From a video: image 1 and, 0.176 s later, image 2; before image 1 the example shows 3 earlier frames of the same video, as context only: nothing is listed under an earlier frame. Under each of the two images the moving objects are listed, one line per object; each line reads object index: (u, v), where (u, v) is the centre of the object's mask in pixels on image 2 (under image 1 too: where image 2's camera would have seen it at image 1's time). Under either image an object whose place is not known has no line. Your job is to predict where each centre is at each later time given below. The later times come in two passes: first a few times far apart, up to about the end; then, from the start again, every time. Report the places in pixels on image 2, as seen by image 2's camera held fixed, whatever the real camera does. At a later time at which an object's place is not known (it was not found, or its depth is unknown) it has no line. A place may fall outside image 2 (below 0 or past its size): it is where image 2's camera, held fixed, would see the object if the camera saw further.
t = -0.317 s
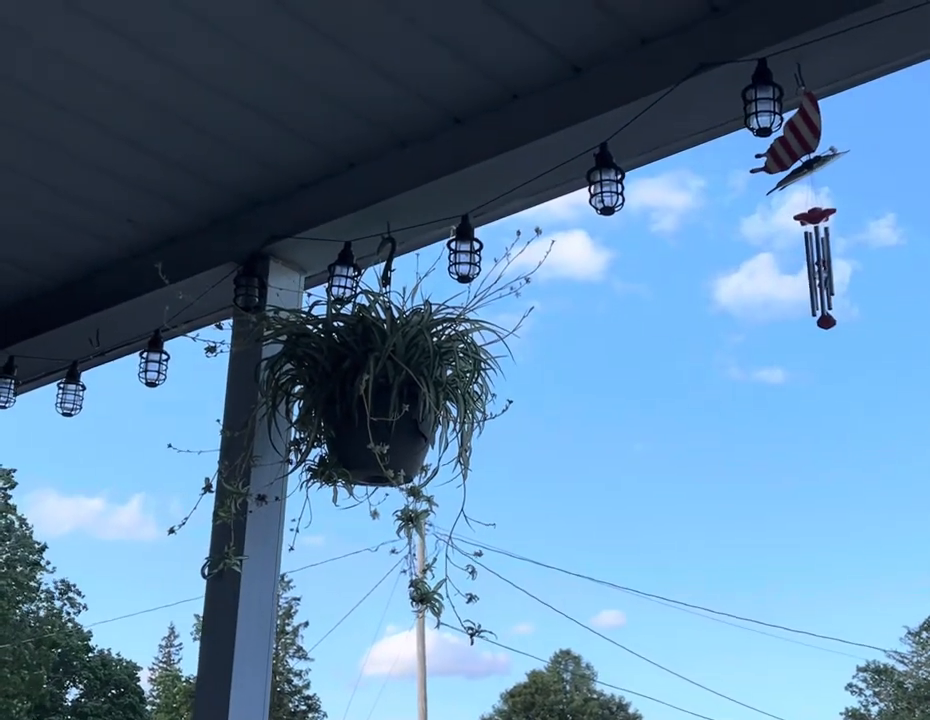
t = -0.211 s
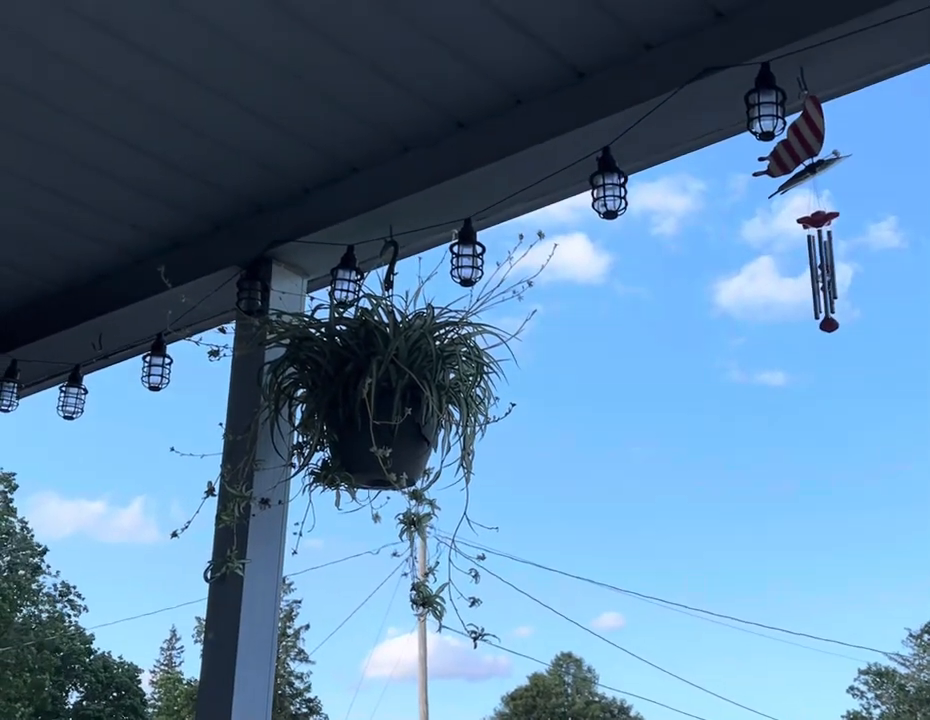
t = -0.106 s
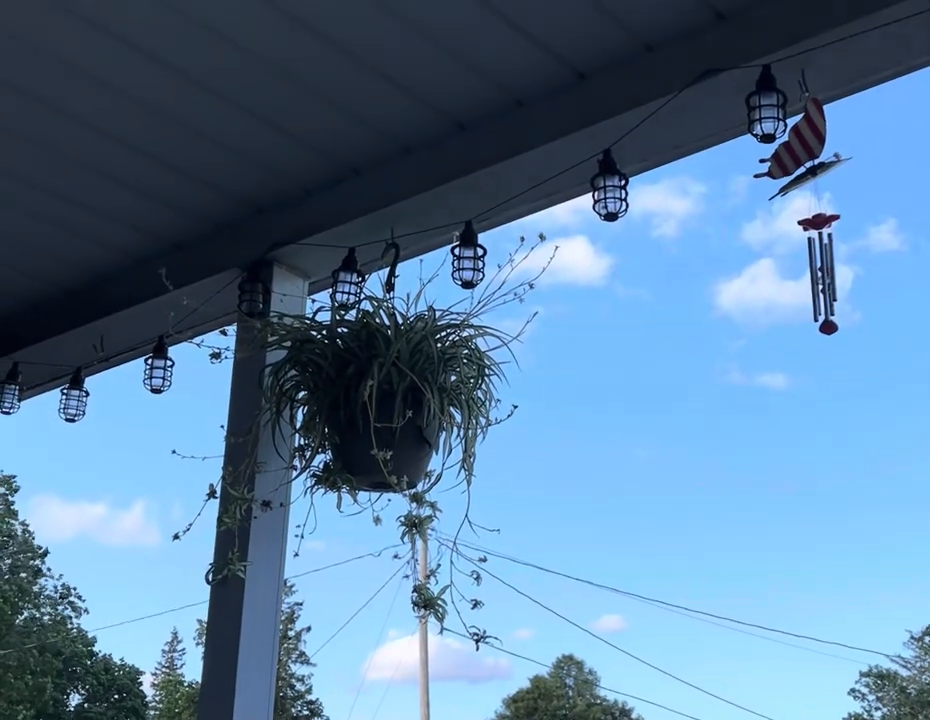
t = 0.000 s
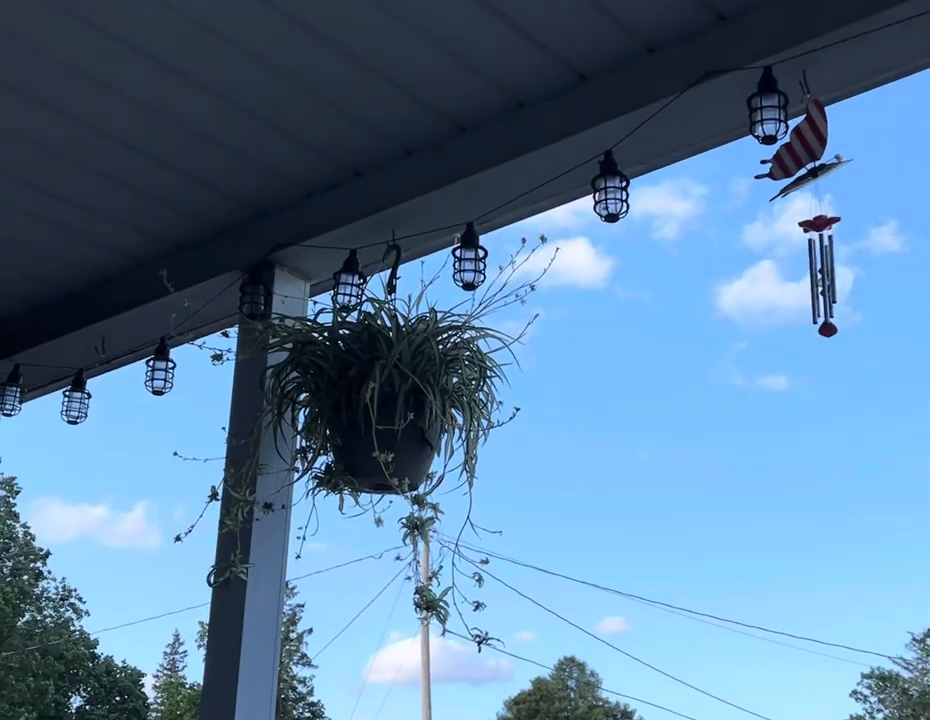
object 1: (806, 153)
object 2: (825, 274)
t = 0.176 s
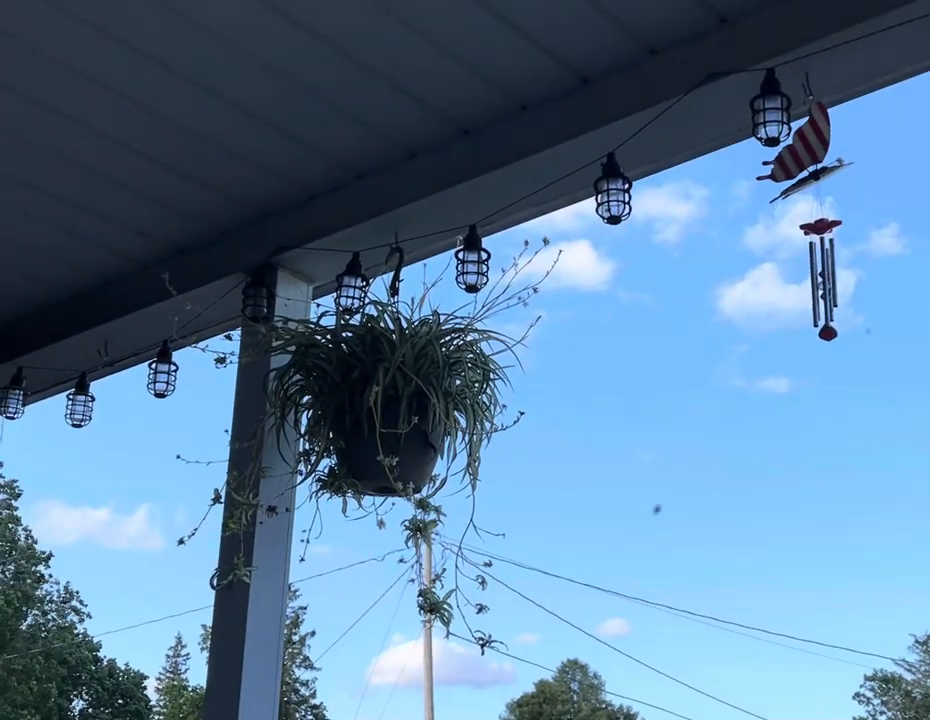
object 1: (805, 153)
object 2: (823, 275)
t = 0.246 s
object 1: (805, 153)
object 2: (822, 275)
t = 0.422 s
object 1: (806, 152)
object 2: (823, 276)
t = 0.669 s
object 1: (806, 153)
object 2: (827, 274)
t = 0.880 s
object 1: (808, 153)
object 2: (828, 274)
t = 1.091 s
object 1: (808, 151)
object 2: (826, 274)
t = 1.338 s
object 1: (808, 151)
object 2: (823, 275)
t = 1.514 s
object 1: (808, 152)
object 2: (824, 275)
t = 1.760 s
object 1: (810, 151)
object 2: (827, 274)
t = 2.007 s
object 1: (810, 151)
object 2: (828, 274)
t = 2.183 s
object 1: (811, 150)
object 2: (826, 275)
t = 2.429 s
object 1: (811, 150)
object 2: (824, 276)
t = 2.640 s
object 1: (812, 151)
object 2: (823, 278)
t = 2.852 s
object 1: (812, 150)
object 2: (825, 276)
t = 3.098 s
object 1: (812, 150)
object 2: (826, 276)
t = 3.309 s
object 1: (811, 150)
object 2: (825, 277)
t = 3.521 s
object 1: (810, 150)
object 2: (823, 276)
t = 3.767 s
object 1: (809, 153)
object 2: (824, 276)
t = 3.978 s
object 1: (809, 151)
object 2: (826, 277)
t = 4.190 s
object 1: (808, 153)
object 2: (827, 276)
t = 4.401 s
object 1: (805, 154)
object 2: (824, 275)
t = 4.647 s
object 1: (804, 157)
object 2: (819, 278)
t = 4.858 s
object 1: (801, 155)
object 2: (817, 277)
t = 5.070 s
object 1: (803, 158)
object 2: (818, 280)
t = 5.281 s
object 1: (802, 157)
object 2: (821, 278)
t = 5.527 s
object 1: (802, 156)
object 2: (822, 276)
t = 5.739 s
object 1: (801, 157)
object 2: (818, 275)
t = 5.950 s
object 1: (801, 156)
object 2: (818, 275)
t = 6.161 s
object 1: (801, 155)
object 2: (819, 275)
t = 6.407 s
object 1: (804, 155)
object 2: (823, 277)
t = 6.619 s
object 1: (804, 154)
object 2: (824, 277)
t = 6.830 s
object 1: (804, 154)
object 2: (822, 275)
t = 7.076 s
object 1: (803, 153)
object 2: (820, 277)
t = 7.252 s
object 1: (805, 153)
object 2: (820, 277)
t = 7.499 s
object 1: (805, 153)
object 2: (825, 278)
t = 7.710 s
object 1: (805, 153)
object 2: (825, 275)
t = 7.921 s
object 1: (804, 153)
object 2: (823, 276)
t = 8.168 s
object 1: (804, 153)
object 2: (821, 274)
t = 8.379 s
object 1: (803, 155)
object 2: (821, 275)
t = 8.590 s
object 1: (802, 155)
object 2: (823, 276)
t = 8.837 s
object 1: (803, 156)
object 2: (825, 274)
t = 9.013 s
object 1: (803, 157)
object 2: (823, 274)
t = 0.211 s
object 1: (805, 153)
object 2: (823, 275)
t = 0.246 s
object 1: (805, 153)
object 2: (822, 275)
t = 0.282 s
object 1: (805, 153)
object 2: (822, 276)
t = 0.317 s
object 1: (805, 153)
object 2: (822, 276)
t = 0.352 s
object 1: (805, 153)
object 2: (822, 276)
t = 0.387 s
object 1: (805, 153)
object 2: (822, 276)
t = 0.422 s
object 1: (806, 152)
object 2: (823, 276)
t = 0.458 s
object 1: (806, 152)
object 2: (823, 275)
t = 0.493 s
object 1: (806, 152)
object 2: (824, 276)
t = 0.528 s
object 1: (806, 152)
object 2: (824, 275)
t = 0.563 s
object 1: (806, 152)
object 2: (825, 275)
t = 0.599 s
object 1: (806, 152)
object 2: (826, 275)
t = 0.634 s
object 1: (806, 151)
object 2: (826, 274)
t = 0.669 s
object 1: (806, 153)
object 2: (827, 274)
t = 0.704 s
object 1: (807, 154)
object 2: (827, 274)
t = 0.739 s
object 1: (807, 154)
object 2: (827, 274)
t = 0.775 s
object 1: (807, 154)
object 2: (827, 274)
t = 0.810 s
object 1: (808, 154)
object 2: (828, 274)
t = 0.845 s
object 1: (808, 153)
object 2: (828, 274)
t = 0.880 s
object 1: (808, 153)
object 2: (828, 274)
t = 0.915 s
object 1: (809, 153)
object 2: (828, 274)
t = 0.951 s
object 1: (809, 151)
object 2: (827, 274)
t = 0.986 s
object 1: (808, 153)
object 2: (827, 274)
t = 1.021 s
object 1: (808, 153)
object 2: (827, 274)
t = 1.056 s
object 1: (808, 151)
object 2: (826, 274)
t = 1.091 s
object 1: (808, 151)
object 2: (826, 274)
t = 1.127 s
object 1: (808, 152)
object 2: (825, 275)
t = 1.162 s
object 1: (808, 152)
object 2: (824, 275)
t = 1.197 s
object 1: (808, 151)
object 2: (824, 275)
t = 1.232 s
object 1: (807, 154)
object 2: (823, 275)
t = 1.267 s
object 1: (808, 151)
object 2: (823, 275)
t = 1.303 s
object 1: (808, 151)
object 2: (823, 275)
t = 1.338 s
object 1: (808, 151)
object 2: (823, 275)
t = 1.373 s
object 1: (808, 151)
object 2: (823, 274)
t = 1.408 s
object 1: (808, 151)
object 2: (823, 275)
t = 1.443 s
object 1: (808, 153)
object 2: (823, 275)
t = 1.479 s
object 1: (808, 151)
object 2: (824, 275)
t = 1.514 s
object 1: (808, 152)
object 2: (824, 275)
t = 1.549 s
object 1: (808, 152)
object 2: (824, 275)
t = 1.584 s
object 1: (808, 151)
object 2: (825, 275)
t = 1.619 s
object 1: (809, 151)
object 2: (825, 275)
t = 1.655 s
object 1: (809, 152)
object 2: (825, 275)
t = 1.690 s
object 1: (809, 151)
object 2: (826, 274)
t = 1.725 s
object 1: (810, 151)
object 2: (826, 274)
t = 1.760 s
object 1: (810, 151)
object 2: (827, 274)
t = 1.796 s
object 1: (810, 151)
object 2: (827, 274)
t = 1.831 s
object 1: (810, 151)
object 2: (828, 274)
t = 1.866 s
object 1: (810, 151)
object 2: (828, 274)
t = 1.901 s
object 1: (810, 151)
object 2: (828, 274)
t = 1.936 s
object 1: (810, 151)
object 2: (828, 274)
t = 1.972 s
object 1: (810, 151)
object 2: (828, 274)
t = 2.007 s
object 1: (810, 151)
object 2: (828, 274)
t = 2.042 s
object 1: (810, 151)
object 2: (828, 275)
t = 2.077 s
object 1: (811, 150)
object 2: (827, 275)
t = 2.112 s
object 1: (811, 150)
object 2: (827, 275)
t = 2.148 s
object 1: (811, 150)
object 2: (827, 275)
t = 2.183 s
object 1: (811, 150)
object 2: (826, 275)
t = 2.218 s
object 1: (811, 151)
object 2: (826, 275)
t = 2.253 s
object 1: (811, 151)
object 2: (826, 275)
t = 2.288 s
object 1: (811, 151)
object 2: (826, 275)
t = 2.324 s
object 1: (811, 151)
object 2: (825, 275)
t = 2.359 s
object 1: (811, 151)
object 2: (825, 276)
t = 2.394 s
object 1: (811, 150)
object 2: (824, 276)
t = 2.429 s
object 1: (811, 150)
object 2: (824, 276)
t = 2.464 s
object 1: (811, 150)
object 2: (824, 276)
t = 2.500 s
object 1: (811, 151)
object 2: (824, 276)
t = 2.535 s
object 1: (811, 151)
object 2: (823, 276)
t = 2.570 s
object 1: (811, 151)
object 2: (823, 276)
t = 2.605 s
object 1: (811, 151)
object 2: (823, 276)
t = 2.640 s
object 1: (812, 151)
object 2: (823, 278)
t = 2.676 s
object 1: (812, 151)
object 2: (823, 277)
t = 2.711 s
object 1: (812, 151)
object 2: (824, 277)
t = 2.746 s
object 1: (812, 150)
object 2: (824, 276)
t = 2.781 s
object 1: (812, 151)
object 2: (824, 277)
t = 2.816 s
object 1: (812, 150)
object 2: (825, 276)
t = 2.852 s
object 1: (812, 150)
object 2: (825, 276)
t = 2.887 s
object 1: (812, 151)
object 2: (826, 276)
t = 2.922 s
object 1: (812, 151)
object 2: (826, 276)
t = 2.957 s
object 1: (812, 150)
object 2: (826, 275)
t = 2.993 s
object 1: (812, 150)
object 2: (826, 276)
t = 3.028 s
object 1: (812, 150)
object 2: (826, 276)
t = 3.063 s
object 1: (812, 150)
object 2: (826, 276)
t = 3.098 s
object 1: (812, 150)
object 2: (826, 276)
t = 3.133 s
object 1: (812, 150)
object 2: (825, 277)
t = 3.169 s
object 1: (812, 151)
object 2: (826, 277)
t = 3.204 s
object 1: (811, 151)
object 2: (826, 278)
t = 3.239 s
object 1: (811, 151)
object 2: (826, 278)
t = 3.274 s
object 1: (811, 150)
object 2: (825, 277)
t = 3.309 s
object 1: (811, 150)
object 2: (825, 277)
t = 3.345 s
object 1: (811, 150)
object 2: (825, 277)
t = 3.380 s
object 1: (811, 150)
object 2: (824, 277)
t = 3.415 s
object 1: (811, 150)
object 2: (824, 276)
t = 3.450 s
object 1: (811, 150)
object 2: (824, 276)
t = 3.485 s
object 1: (811, 150)
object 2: (823, 277)
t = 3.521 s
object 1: (810, 150)
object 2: (823, 276)
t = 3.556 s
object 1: (810, 150)
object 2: (823, 276)
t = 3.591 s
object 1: (810, 151)
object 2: (823, 276)
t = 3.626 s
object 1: (810, 151)
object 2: (823, 276)
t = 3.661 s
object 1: (810, 151)
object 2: (823, 276)
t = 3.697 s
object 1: (810, 151)
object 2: (824, 276)
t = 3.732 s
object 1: (809, 151)
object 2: (824, 276)
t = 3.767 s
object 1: (809, 153)
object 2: (824, 276)
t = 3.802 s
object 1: (809, 153)
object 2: (825, 276)
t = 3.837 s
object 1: (809, 151)
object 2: (825, 275)
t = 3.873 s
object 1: (809, 151)
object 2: (825, 275)
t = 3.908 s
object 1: (809, 151)
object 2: (825, 275)
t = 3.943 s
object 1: (809, 151)
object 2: (826, 275)
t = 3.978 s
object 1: (809, 151)
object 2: (826, 277)
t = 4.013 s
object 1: (809, 152)
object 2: (826, 277)
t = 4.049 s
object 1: (809, 152)
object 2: (826, 277)
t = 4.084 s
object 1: (809, 151)
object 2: (827, 276)
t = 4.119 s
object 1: (809, 151)
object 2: (827, 276)
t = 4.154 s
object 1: (808, 151)
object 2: (827, 276)
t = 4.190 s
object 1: (808, 153)
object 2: (827, 276)
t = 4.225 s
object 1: (807, 152)
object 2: (827, 275)
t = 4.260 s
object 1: (807, 152)
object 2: (827, 275)
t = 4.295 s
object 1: (806, 152)
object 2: (826, 275)
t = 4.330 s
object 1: (806, 154)
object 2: (826, 275)
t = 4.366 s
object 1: (806, 154)
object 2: (825, 275)
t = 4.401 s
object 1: (805, 154)
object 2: (824, 275)
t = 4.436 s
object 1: (805, 154)
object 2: (824, 275)
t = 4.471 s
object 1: (805, 154)
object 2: (823, 275)
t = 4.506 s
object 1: (804, 154)
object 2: (822, 276)
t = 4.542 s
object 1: (804, 154)
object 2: (821, 276)
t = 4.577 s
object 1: (803, 155)
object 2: (820, 277)
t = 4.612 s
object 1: (803, 156)
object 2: (820, 278)
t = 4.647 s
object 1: (804, 157)
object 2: (819, 278)
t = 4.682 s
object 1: (803, 156)
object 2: (818, 278)
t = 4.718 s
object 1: (803, 155)
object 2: (818, 279)
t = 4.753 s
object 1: (802, 155)
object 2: (818, 278)
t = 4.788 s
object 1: (802, 154)
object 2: (818, 277)
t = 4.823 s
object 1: (801, 154)
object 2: (817, 277)
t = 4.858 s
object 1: (801, 155)
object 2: (817, 277)
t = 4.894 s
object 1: (801, 155)
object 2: (817, 278)
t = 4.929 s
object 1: (801, 156)
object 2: (817, 278)
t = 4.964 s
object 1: (802, 157)
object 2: (817, 279)
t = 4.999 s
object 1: (802, 158)
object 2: (817, 279)
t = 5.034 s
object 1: (802, 158)
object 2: (817, 279)
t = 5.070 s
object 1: (803, 158)
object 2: (818, 280)
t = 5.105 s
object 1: (802, 157)
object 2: (818, 280)
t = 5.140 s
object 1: (802, 157)
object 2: (819, 280)
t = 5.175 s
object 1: (802, 157)
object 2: (820, 280)
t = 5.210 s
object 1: (801, 156)
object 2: (820, 280)
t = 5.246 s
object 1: (801, 157)
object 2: (821, 281)
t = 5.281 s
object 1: (802, 157)
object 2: (821, 278)
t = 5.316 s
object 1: (802, 158)
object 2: (822, 277)
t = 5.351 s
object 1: (802, 158)
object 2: (822, 276)
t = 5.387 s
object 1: (802, 158)
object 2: (822, 276)
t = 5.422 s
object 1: (802, 158)
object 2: (822, 276)
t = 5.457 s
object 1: (802, 157)
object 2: (822, 275)
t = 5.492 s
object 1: (802, 157)
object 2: (822, 275)
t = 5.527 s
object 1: (802, 156)
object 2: (822, 276)
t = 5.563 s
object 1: (802, 156)
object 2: (821, 277)
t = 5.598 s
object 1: (802, 156)
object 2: (821, 276)
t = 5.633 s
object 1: (802, 156)
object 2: (820, 275)
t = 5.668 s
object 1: (801, 157)
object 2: (820, 275)
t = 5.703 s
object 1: (801, 157)
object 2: (819, 274)
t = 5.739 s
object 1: (801, 157)
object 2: (818, 275)
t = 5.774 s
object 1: (801, 157)
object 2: (818, 275)
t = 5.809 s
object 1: (801, 156)
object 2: (817, 275)
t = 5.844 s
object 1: (801, 156)
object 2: (817, 276)
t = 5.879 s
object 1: (801, 156)
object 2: (817, 275)
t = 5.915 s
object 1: (801, 156)
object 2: (817, 275)
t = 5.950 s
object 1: (801, 156)
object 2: (818, 275)
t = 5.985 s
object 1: (801, 156)
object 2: (818, 274)
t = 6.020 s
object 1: (801, 156)
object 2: (818, 274)
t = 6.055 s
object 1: (801, 155)
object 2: (818, 274)
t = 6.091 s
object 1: (801, 155)
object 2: (818, 274)
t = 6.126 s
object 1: (801, 155)
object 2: (819, 275)
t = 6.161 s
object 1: (801, 155)
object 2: (819, 275)
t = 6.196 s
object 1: (801, 155)
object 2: (819, 275)
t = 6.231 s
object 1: (801, 155)
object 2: (820, 276)
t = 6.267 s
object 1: (802, 155)
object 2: (820, 276)
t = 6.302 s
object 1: (802, 155)
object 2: (821, 276)
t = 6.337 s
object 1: (803, 155)
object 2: (822, 277)
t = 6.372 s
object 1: (803, 155)
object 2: (822, 277)
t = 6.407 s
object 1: (804, 155)
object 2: (823, 277)
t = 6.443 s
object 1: (804, 155)
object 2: (823, 277)
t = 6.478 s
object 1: (804, 155)
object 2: (824, 277)
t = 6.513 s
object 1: (804, 155)
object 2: (824, 278)
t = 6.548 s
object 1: (804, 154)
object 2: (824, 277)
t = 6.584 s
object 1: (804, 154)
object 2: (824, 277)
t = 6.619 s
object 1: (804, 154)
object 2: (824, 277)
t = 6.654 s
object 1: (804, 154)
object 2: (824, 277)
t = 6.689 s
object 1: (804, 154)
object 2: (824, 276)
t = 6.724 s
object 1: (804, 156)
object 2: (823, 276)
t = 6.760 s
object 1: (804, 154)
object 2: (823, 275)
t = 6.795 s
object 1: (804, 154)
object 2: (822, 275)
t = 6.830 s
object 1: (804, 154)
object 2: (822, 275)
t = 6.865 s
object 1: (804, 154)
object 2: (821, 275)
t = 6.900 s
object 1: (804, 153)
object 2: (821, 276)
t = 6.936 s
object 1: (804, 153)
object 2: (821, 276)
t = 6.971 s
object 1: (803, 154)
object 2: (820, 277)
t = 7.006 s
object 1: (803, 153)
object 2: (820, 276)
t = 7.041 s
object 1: (803, 153)
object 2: (820, 277)
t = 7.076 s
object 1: (803, 153)
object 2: (820, 277)
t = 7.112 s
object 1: (803, 153)
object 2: (820, 277)
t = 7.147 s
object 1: (803, 153)
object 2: (819, 277)
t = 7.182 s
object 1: (804, 153)
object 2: (819, 277)
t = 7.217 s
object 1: (804, 153)
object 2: (819, 277)
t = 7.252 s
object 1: (805, 153)
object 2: (820, 277)
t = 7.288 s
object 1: (805, 153)
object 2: (821, 277)
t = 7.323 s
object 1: (805, 153)
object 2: (821, 277)
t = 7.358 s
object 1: (805, 153)
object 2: (822, 277)
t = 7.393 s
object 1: (806, 153)
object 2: (824, 277)
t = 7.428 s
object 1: (805, 153)
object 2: (824, 278)
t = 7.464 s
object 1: (805, 153)
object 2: (825, 278)
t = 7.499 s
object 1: (805, 153)
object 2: (825, 278)
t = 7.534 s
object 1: (805, 153)
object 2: (825, 277)
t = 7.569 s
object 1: (805, 153)
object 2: (825, 277)
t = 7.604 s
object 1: (805, 153)
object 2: (825, 277)
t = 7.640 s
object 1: (805, 153)
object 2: (825, 276)
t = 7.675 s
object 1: (805, 155)
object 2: (825, 276)
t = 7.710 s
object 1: (805, 153)
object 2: (825, 275)
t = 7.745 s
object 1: (805, 154)
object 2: (824, 276)
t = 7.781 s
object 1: (805, 153)
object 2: (824, 276)
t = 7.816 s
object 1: (805, 153)
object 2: (824, 276)
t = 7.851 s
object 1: (805, 153)
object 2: (823, 274)
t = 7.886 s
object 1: (805, 153)
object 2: (823, 276)
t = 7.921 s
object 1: (804, 153)
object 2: (823, 276)
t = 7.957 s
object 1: (804, 155)
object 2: (823, 276)
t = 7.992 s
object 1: (804, 155)
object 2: (822, 275)
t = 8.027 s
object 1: (804, 154)
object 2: (822, 275)
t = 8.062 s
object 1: (804, 153)
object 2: (821, 274)
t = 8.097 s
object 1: (804, 153)
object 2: (821, 274)
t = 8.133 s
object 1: (804, 153)
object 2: (821, 274)
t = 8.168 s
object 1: (804, 153)
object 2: (821, 274)
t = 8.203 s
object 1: (804, 153)
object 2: (821, 274)
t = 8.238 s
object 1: (804, 153)
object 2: (821, 274)
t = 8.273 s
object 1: (804, 153)
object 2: (821, 274)
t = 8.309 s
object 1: (804, 154)
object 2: (821, 274)
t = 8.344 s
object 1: (803, 154)
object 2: (821, 275)
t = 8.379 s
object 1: (803, 155)
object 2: (821, 275)
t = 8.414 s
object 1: (803, 154)
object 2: (822, 275)
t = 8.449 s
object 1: (803, 154)
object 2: (822, 275)
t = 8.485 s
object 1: (802, 154)
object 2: (822, 275)
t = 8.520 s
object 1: (802, 154)
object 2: (822, 275)
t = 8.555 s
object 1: (802, 155)
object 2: (823, 275)
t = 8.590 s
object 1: (802, 155)
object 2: (823, 276)
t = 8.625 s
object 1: (803, 155)
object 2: (824, 275)
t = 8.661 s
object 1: (803, 156)
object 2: (824, 275)
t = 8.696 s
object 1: (804, 157)
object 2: (825, 275)
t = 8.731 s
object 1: (804, 157)
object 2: (825, 275)
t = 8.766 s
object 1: (804, 157)
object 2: (825, 275)
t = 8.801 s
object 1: (803, 156)
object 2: (825, 274)
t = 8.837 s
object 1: (803, 156)
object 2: (825, 274)
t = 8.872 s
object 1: (802, 156)
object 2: (825, 274)
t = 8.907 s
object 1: (802, 156)
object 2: (825, 274)
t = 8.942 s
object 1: (802, 156)
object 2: (824, 274)
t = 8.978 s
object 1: (802, 157)
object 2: (824, 274)
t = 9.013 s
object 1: (803, 157)
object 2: (823, 274)
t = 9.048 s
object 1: (803, 157)
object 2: (822, 273)
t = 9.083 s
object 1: (803, 158)
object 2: (822, 273)
